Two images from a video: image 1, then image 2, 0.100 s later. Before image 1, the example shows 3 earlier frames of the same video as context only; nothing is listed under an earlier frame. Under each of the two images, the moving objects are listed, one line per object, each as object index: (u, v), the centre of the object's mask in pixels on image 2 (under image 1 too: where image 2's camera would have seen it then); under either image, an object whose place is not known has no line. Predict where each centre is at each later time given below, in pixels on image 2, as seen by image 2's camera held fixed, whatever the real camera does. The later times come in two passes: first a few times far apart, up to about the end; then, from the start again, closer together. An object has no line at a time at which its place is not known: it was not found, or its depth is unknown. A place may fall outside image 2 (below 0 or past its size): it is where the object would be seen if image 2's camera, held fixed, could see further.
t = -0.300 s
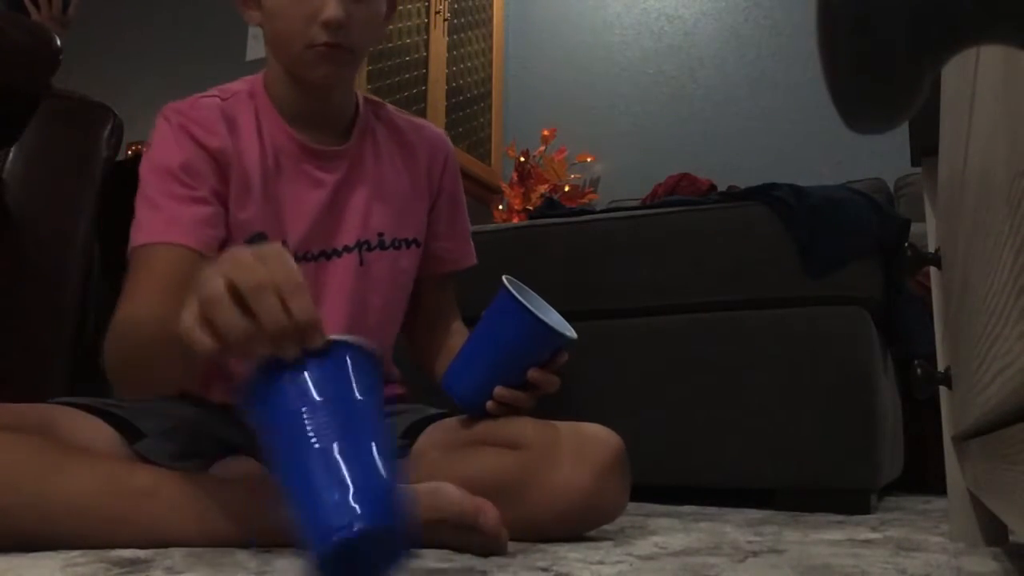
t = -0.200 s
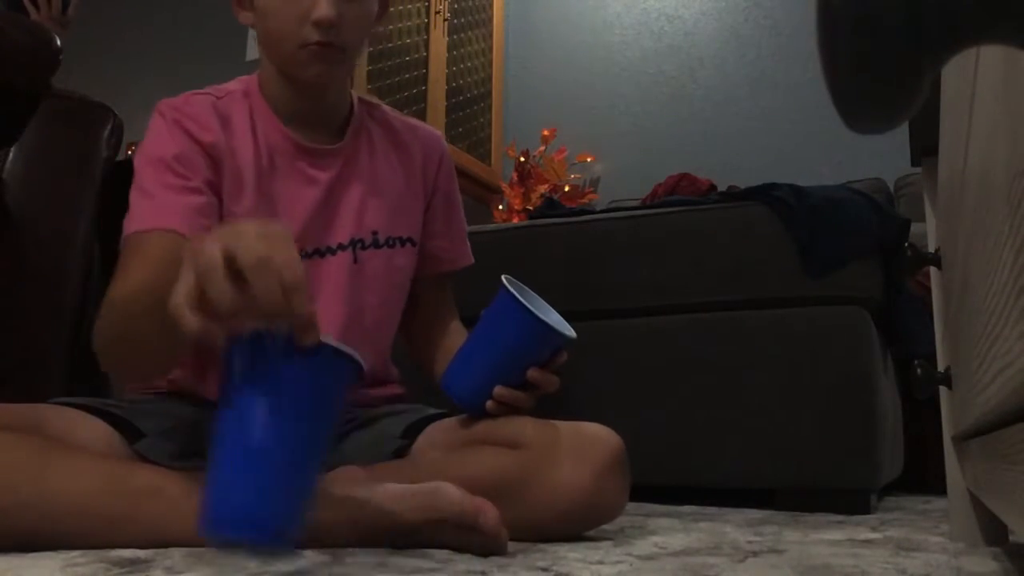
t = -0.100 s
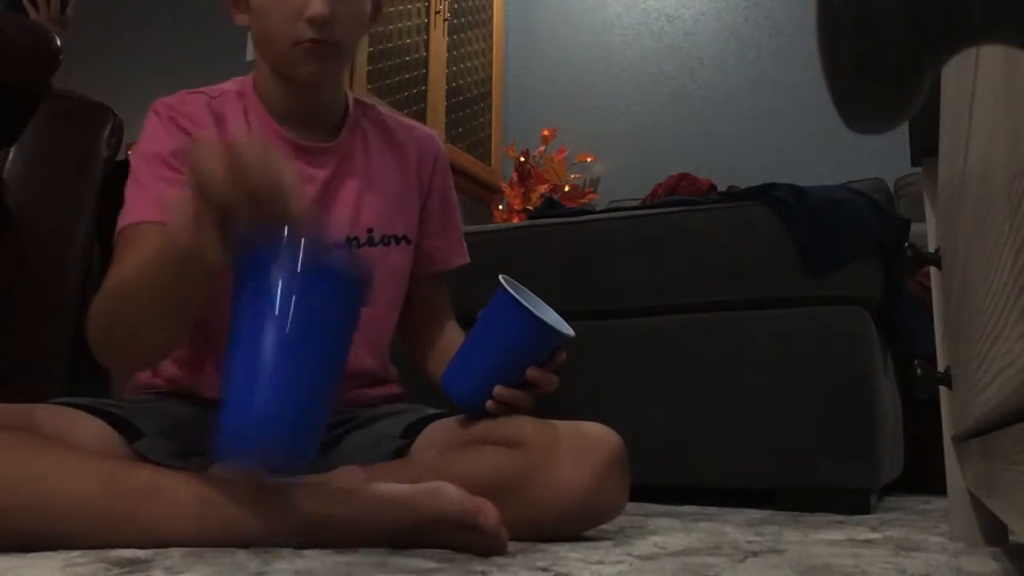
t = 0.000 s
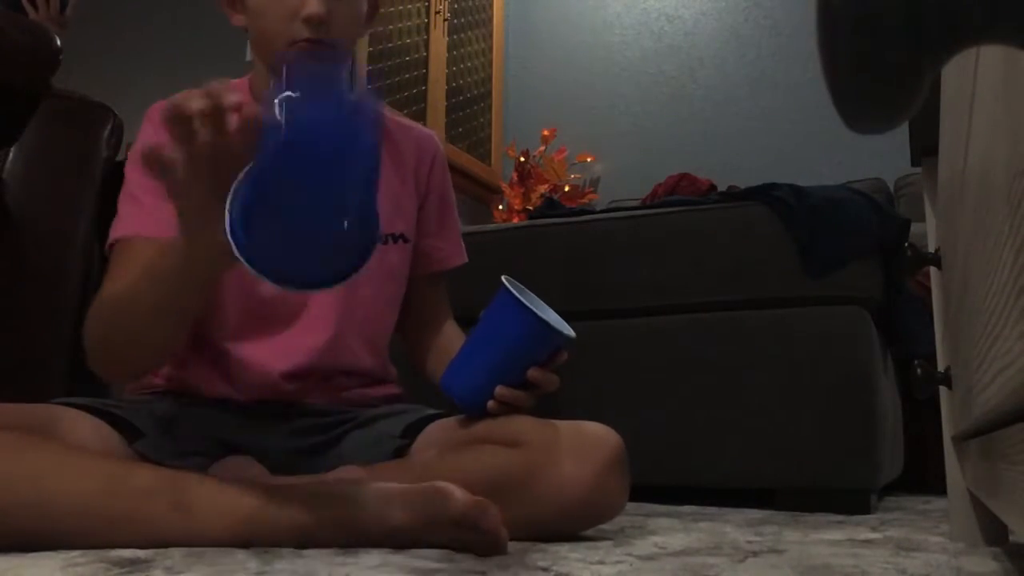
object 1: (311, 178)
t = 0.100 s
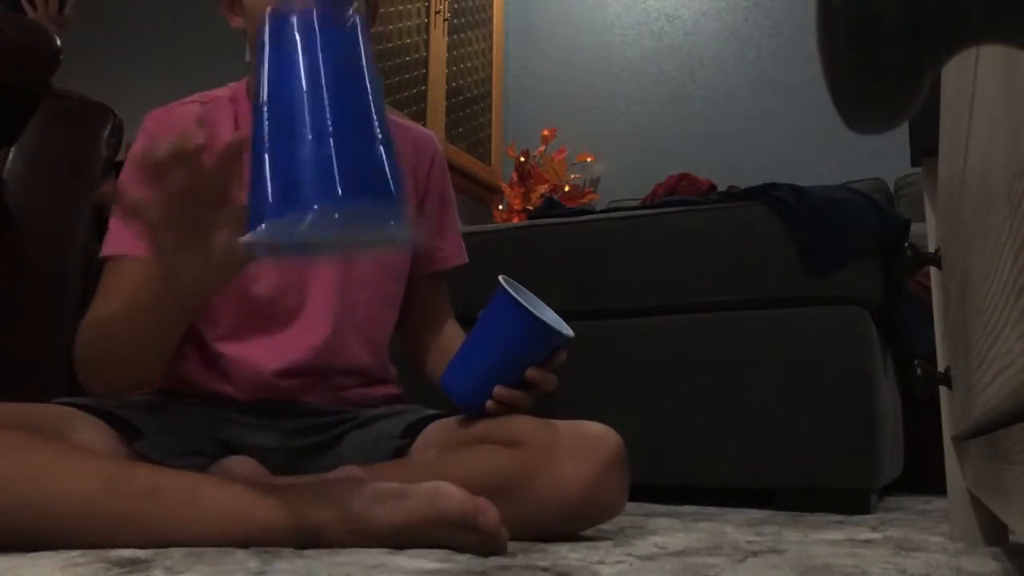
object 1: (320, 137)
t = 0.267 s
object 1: (350, 431)
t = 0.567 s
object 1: (531, 402)
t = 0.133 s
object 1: (327, 176)
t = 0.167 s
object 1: (346, 226)
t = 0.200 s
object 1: (367, 278)
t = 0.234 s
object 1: (369, 336)
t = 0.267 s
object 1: (350, 431)
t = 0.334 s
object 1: (393, 479)
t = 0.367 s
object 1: (393, 471)
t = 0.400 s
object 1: (410, 454)
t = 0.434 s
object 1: (438, 444)
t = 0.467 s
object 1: (471, 438)
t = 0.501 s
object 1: (504, 435)
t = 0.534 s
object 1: (519, 415)
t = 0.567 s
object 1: (531, 402)
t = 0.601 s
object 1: (547, 396)
